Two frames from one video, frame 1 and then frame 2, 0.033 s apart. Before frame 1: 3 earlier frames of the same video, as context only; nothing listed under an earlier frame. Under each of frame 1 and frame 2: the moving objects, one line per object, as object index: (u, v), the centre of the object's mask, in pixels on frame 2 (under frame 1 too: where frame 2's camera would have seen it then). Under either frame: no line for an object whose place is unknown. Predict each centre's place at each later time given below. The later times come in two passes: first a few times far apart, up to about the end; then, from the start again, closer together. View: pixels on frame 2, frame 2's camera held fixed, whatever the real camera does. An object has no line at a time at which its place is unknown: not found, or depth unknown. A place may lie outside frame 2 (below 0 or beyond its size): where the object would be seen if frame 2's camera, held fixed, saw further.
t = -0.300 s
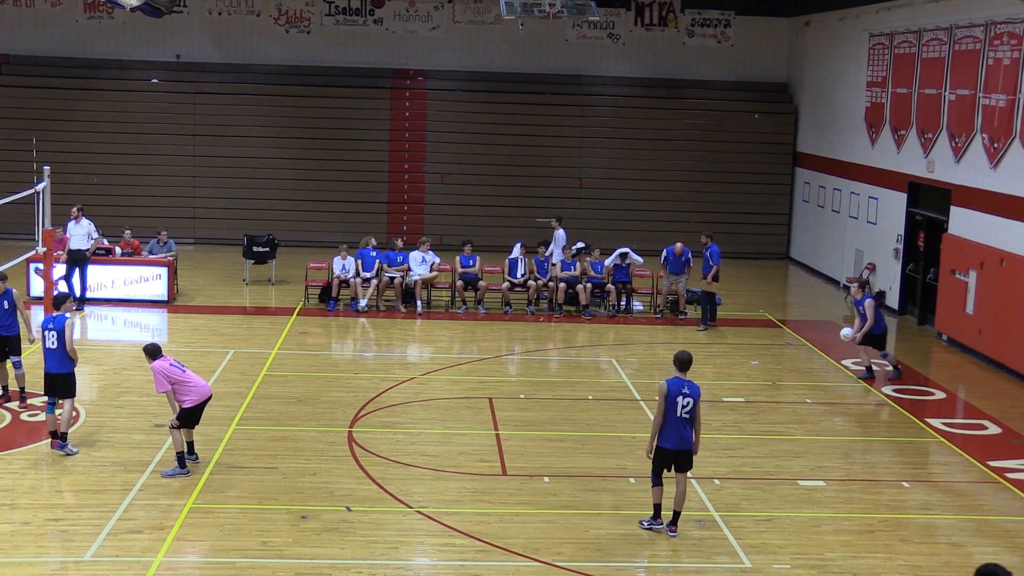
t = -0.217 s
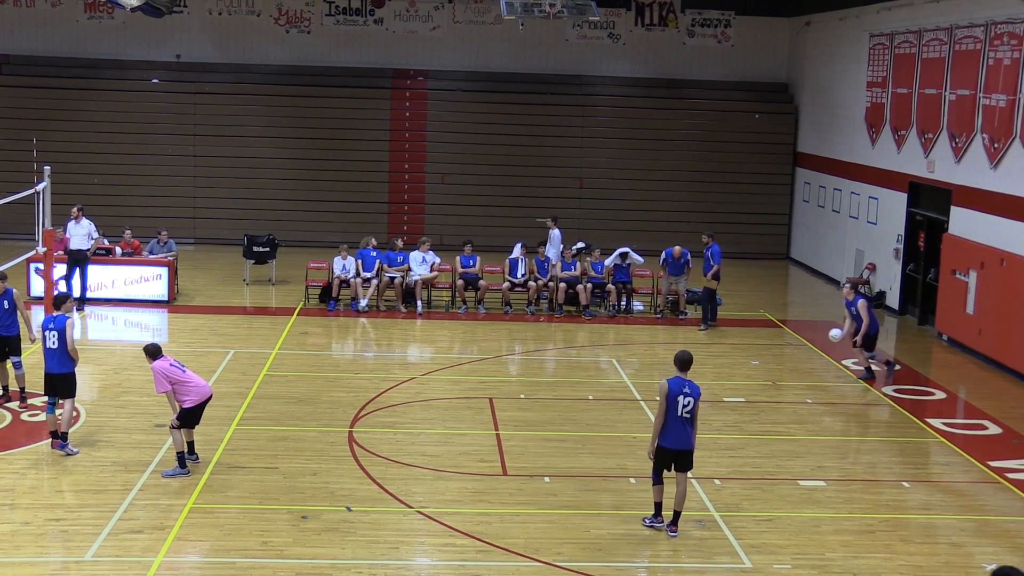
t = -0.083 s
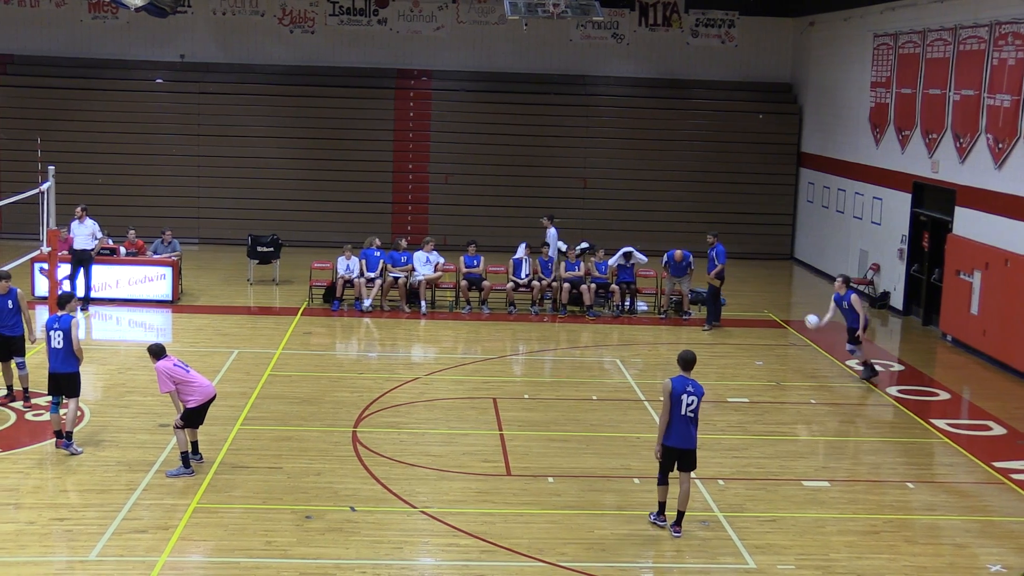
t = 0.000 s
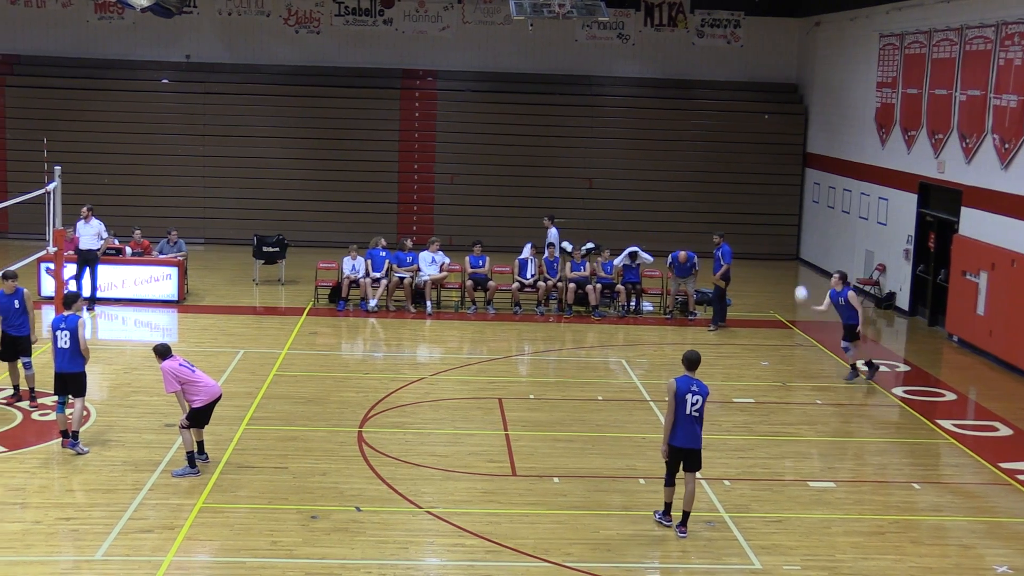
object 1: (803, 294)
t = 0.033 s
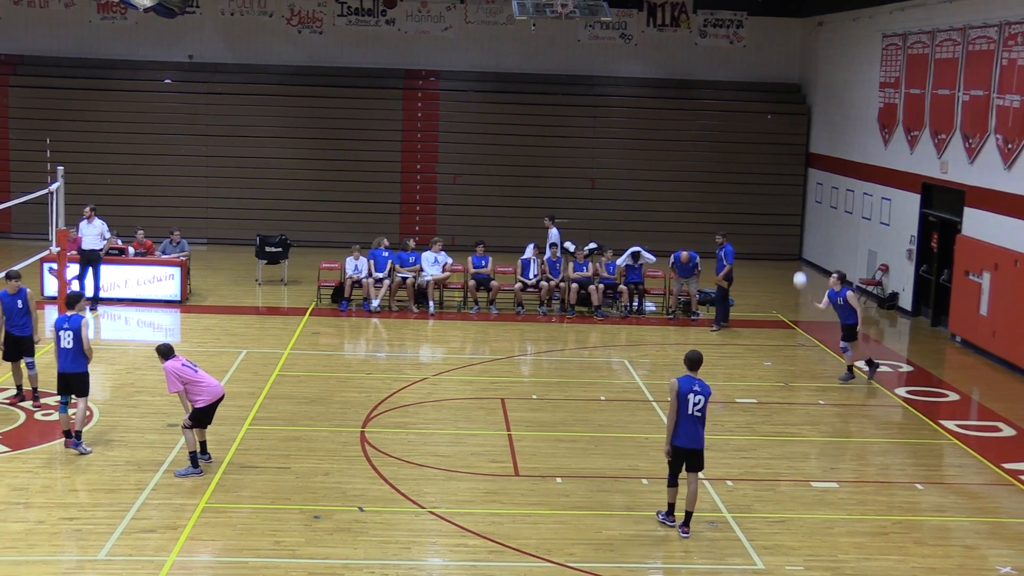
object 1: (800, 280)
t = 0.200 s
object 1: (782, 219)
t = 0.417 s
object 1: (756, 165)
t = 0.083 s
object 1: (795, 260)
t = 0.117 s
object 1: (791, 247)
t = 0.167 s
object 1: (786, 229)
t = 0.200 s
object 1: (782, 219)
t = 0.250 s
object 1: (776, 203)
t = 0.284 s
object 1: (773, 194)
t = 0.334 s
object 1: (766, 182)
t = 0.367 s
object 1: (762, 175)
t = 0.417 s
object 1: (756, 165)
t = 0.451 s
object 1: (752, 160)
